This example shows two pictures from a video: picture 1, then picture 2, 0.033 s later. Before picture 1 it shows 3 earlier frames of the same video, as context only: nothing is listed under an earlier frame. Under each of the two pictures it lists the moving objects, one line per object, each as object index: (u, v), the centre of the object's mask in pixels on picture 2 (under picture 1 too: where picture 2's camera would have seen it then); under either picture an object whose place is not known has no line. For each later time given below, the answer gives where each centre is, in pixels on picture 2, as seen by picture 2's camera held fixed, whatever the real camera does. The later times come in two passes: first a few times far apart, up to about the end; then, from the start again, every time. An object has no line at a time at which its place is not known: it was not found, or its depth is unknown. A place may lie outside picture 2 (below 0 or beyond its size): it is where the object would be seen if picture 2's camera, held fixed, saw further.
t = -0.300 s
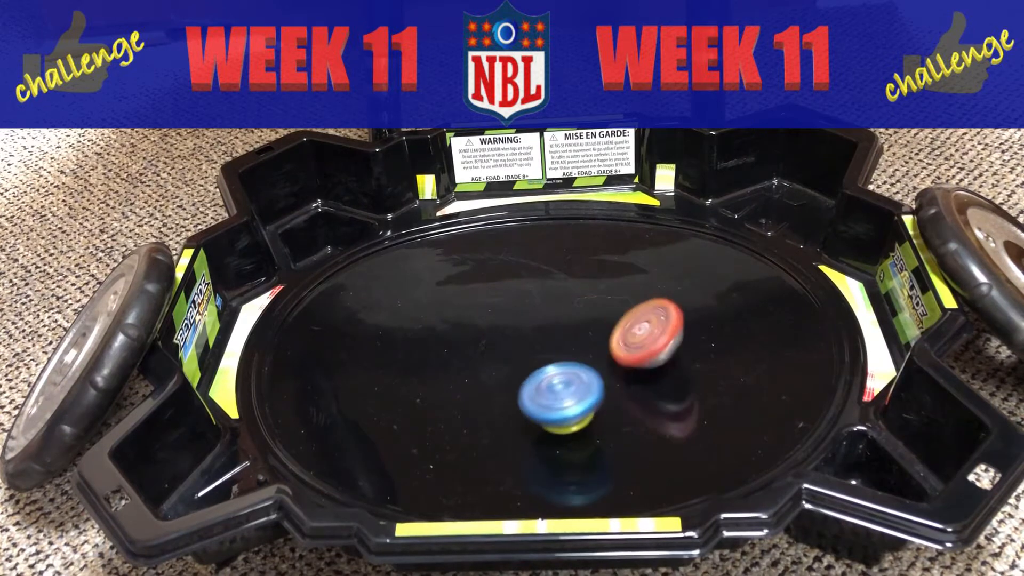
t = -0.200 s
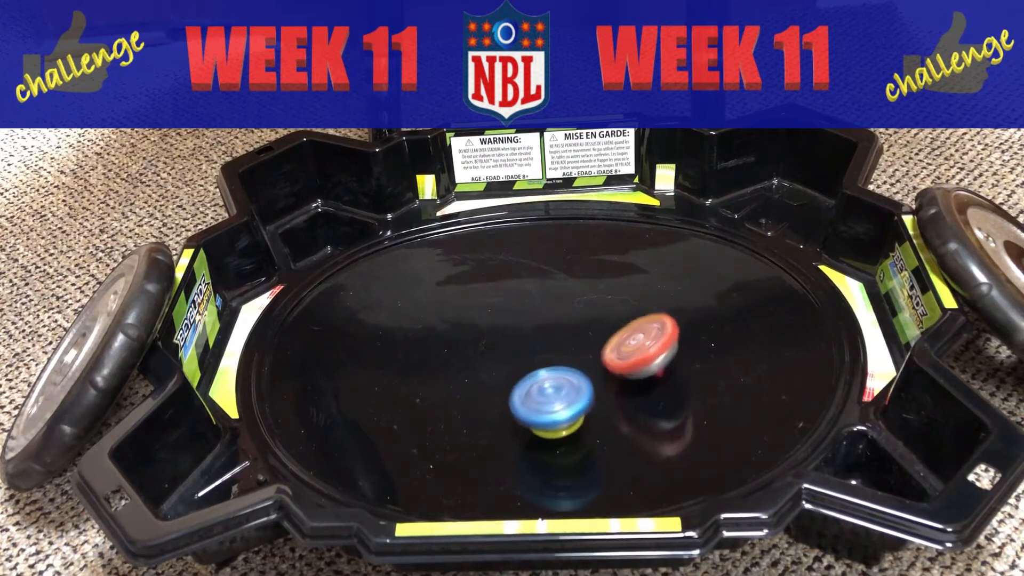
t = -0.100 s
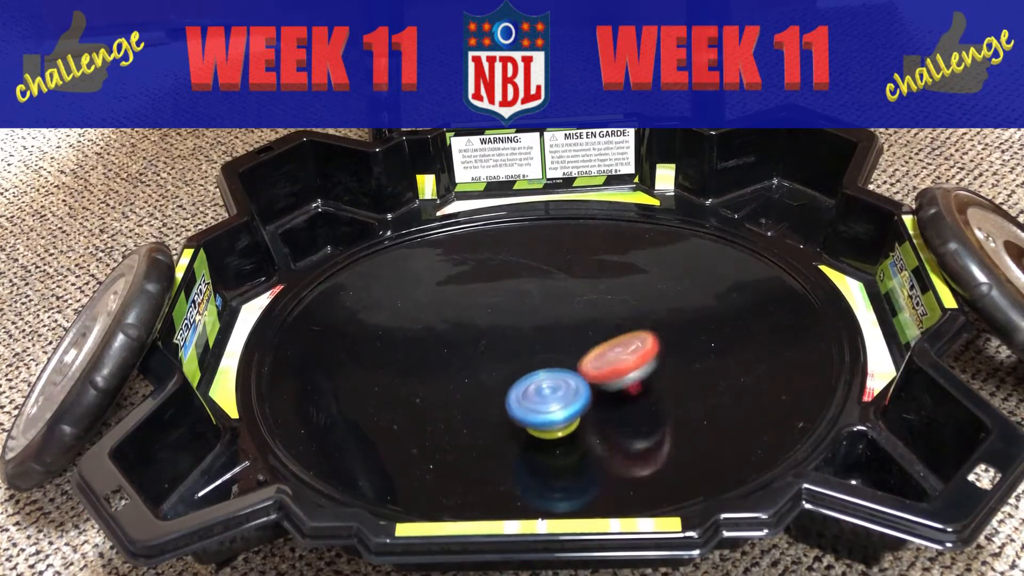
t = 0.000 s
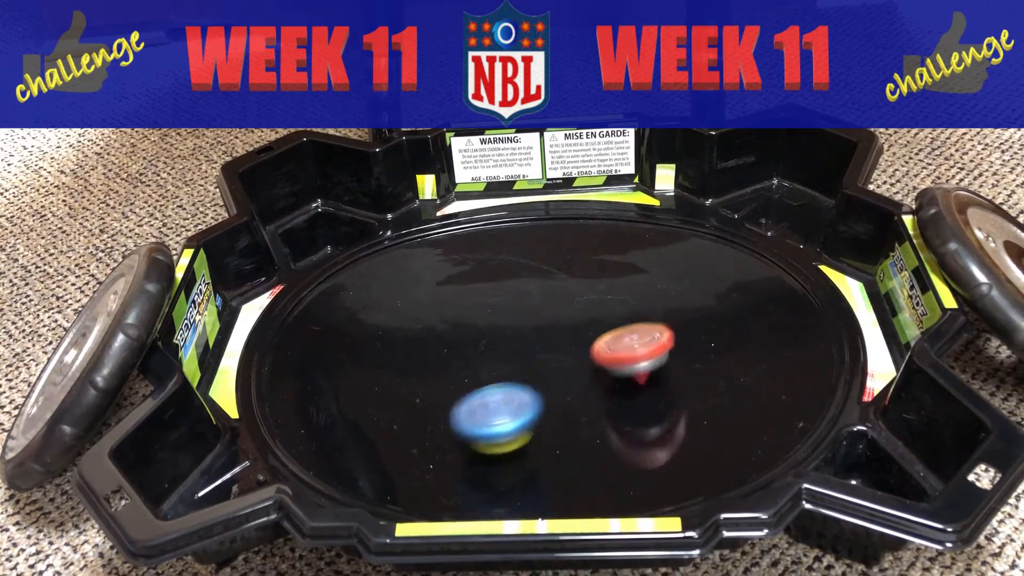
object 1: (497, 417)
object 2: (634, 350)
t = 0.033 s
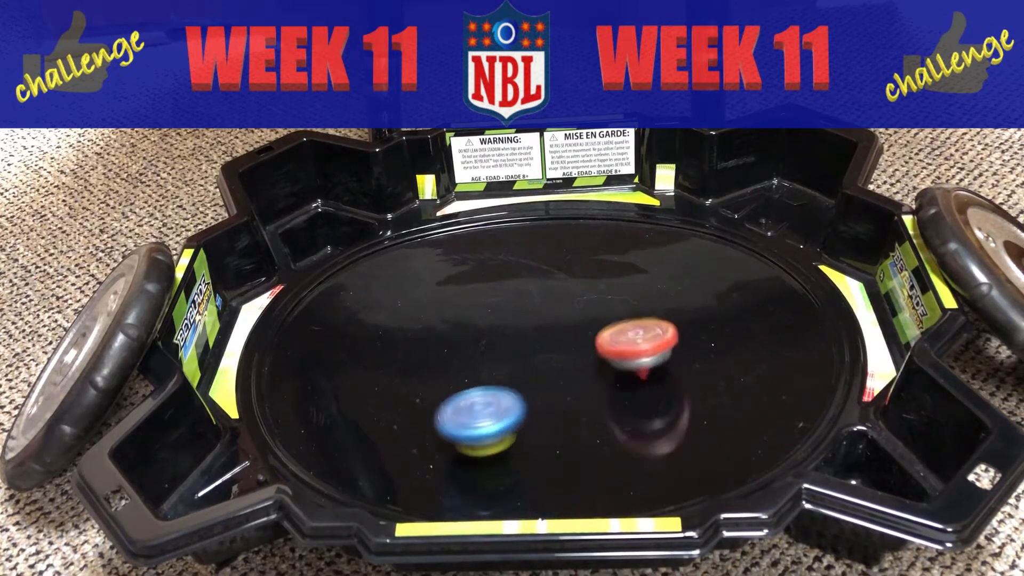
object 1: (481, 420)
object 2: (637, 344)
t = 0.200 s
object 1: (451, 419)
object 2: (603, 332)
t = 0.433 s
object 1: (447, 402)
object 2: (538, 309)
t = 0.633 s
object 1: (448, 376)
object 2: (506, 283)
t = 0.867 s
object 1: (438, 344)
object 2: (496, 265)
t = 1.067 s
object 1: (443, 322)
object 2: (508, 285)
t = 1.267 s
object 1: (453, 315)
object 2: (559, 314)
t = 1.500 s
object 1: (490, 304)
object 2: (591, 358)
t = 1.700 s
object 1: (524, 299)
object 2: (591, 391)
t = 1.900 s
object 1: (559, 302)
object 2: (562, 412)
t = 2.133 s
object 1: (600, 317)
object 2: (519, 395)
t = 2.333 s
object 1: (628, 336)
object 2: (492, 358)
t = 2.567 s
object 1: (649, 360)
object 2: (497, 316)
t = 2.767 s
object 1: (651, 379)
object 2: (526, 293)
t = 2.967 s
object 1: (635, 391)
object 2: (568, 293)
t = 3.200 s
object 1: (601, 396)
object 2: (607, 323)
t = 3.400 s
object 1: (532, 417)
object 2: (633, 326)
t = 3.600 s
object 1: (497, 411)
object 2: (609, 346)
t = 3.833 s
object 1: (474, 382)
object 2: (555, 361)
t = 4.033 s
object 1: (449, 350)
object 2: (550, 355)
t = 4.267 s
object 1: (453, 314)
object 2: (561, 349)
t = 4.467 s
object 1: (473, 292)
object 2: (574, 350)
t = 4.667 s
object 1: (503, 284)
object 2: (580, 355)
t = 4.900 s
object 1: (546, 293)
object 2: (578, 355)
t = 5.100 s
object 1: (590, 278)
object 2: (562, 399)
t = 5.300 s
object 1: (610, 300)
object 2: (544, 410)
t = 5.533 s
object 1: (616, 340)
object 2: (528, 384)
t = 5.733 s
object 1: (655, 375)
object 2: (483, 349)
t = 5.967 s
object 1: (643, 388)
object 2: (478, 322)
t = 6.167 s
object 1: (607, 384)
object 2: (503, 330)
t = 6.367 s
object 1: (571, 384)
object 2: (507, 340)
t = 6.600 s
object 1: (556, 377)
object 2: (480, 328)
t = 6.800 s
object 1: (542, 351)
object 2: (478, 317)
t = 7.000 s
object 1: (559, 388)
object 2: (507, 272)
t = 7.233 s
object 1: (577, 384)
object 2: (528, 307)
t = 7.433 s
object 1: (597, 419)
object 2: (548, 332)
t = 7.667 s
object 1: (602, 420)
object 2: (550, 335)
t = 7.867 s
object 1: (587, 404)
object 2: (551, 336)
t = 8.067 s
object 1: (566, 381)
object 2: (552, 330)
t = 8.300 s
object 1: (531, 385)
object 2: (555, 306)
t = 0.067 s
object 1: (470, 420)
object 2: (636, 339)
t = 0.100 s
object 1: (462, 421)
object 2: (632, 337)
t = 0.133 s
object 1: (457, 421)
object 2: (624, 335)
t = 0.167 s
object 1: (453, 420)
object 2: (614, 334)
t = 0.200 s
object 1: (451, 419)
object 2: (603, 332)
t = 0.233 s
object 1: (450, 418)
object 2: (592, 330)
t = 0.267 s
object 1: (449, 416)
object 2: (581, 327)
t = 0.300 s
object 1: (448, 414)
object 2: (571, 324)
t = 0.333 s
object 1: (448, 411)
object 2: (562, 321)
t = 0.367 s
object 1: (448, 409)
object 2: (553, 317)
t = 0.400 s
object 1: (447, 405)
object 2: (545, 313)
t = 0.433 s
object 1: (447, 402)
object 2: (538, 309)
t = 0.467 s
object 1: (448, 398)
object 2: (531, 305)
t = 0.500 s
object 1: (449, 393)
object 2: (525, 301)
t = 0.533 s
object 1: (449, 389)
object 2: (519, 296)
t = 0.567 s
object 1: (449, 385)
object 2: (514, 292)
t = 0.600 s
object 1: (449, 380)
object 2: (510, 287)
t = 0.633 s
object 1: (448, 376)
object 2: (506, 283)
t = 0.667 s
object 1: (447, 371)
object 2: (503, 279)
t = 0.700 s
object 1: (446, 366)
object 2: (500, 275)
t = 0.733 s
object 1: (444, 362)
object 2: (498, 271)
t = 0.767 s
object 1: (443, 358)
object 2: (496, 267)
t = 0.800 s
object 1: (441, 353)
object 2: (496, 265)
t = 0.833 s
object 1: (440, 348)
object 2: (496, 264)
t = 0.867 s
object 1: (438, 344)
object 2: (496, 265)
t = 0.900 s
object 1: (438, 340)
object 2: (498, 267)
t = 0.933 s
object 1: (439, 336)
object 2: (499, 269)
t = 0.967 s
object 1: (439, 332)
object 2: (501, 272)
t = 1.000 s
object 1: (440, 328)
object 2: (503, 276)
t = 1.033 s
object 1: (442, 324)
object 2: (505, 281)
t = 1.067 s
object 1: (443, 322)
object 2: (508, 285)
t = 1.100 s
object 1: (441, 320)
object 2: (517, 287)
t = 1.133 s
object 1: (441, 319)
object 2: (526, 292)
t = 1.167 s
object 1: (442, 318)
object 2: (535, 297)
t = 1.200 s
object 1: (445, 317)
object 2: (544, 302)
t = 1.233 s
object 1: (449, 316)
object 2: (551, 308)
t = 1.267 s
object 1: (453, 315)
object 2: (559, 314)
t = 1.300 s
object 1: (457, 314)
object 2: (565, 320)
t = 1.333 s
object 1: (463, 312)
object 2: (571, 327)
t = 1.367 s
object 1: (468, 311)
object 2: (576, 333)
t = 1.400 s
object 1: (473, 310)
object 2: (581, 340)
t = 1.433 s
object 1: (479, 308)
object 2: (585, 346)
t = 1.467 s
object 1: (485, 306)
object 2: (588, 353)
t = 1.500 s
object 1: (490, 304)
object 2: (591, 358)
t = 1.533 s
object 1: (496, 303)
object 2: (593, 364)
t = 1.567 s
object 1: (501, 302)
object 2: (594, 369)
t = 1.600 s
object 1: (507, 301)
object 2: (594, 375)
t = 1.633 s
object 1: (513, 300)
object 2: (595, 381)
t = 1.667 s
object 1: (518, 299)
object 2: (593, 386)
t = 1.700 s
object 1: (524, 299)
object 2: (591, 391)
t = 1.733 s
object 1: (530, 299)
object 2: (588, 396)
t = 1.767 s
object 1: (536, 299)
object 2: (584, 400)
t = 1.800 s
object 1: (542, 299)
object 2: (579, 404)
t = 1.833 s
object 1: (547, 300)
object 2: (574, 408)
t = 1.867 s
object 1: (553, 301)
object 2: (568, 410)
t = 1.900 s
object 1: (559, 302)
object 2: (562, 412)
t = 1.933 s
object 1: (565, 304)
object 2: (556, 412)
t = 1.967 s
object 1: (571, 306)
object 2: (550, 411)
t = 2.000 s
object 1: (577, 308)
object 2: (544, 409)
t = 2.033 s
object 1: (583, 310)
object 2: (539, 407)
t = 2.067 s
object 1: (589, 312)
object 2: (532, 404)
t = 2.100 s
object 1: (595, 315)
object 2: (526, 399)
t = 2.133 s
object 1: (600, 317)
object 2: (519, 395)
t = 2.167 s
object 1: (605, 320)
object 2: (512, 389)
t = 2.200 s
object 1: (610, 323)
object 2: (507, 384)
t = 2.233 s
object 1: (615, 326)
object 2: (502, 378)
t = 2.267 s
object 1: (619, 330)
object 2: (498, 371)
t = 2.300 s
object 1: (624, 333)
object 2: (495, 364)
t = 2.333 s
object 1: (628, 336)
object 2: (492, 358)
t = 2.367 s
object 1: (632, 340)
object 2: (491, 351)
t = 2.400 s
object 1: (635, 343)
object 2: (491, 345)
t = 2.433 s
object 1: (639, 347)
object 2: (491, 338)
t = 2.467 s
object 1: (642, 350)
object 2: (492, 332)
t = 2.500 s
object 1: (645, 353)
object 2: (493, 326)
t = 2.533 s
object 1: (647, 357)
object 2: (494, 321)
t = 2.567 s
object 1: (649, 360)
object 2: (497, 316)
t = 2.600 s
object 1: (650, 364)
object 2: (501, 311)
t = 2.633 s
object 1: (651, 367)
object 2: (505, 306)
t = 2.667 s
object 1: (652, 370)
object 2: (509, 302)
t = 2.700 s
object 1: (652, 373)
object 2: (514, 298)
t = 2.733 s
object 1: (651, 376)
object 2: (519, 296)
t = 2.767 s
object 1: (651, 379)
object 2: (526, 293)
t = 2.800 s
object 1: (649, 381)
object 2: (532, 291)
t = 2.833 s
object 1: (648, 384)
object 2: (539, 289)
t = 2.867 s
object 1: (645, 386)
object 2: (546, 289)
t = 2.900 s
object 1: (642, 388)
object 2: (553, 290)
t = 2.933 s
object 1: (639, 389)
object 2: (561, 291)
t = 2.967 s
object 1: (635, 391)
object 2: (568, 293)
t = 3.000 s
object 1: (631, 392)
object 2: (575, 296)
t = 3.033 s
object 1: (626, 393)
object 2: (581, 299)
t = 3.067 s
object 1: (622, 394)
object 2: (588, 303)
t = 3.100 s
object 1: (617, 395)
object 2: (594, 307)
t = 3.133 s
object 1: (612, 396)
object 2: (599, 312)
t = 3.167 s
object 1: (606, 396)
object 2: (604, 317)
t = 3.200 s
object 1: (601, 396)
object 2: (607, 323)
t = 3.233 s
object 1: (595, 396)
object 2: (611, 328)
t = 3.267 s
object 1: (589, 396)
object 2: (613, 333)
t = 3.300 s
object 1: (575, 402)
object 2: (619, 333)
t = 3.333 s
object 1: (558, 410)
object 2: (627, 328)
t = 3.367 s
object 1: (543, 415)
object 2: (631, 327)
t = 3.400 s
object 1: (532, 417)
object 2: (633, 326)
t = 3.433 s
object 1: (523, 418)
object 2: (632, 328)
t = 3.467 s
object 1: (516, 418)
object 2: (629, 332)
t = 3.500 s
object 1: (510, 417)
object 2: (626, 335)
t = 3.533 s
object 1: (505, 415)
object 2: (622, 339)
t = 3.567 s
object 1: (501, 413)
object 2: (616, 342)
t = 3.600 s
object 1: (497, 411)
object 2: (609, 346)
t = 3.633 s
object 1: (492, 407)
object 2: (604, 349)
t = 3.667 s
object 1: (489, 404)
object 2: (596, 353)
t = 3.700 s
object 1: (486, 400)
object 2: (588, 355)
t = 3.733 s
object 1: (483, 396)
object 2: (579, 358)
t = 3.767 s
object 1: (480, 392)
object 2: (571, 359)
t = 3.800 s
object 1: (477, 387)
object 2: (563, 360)
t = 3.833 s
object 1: (474, 382)
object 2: (555, 361)
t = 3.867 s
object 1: (468, 378)
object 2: (552, 360)
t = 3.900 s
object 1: (465, 374)
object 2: (549, 359)
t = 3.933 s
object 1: (463, 369)
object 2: (543, 357)
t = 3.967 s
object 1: (457, 363)
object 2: (542, 356)
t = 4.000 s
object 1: (451, 356)
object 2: (546, 356)
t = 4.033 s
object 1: (449, 350)
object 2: (550, 355)
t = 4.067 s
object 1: (448, 345)
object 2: (551, 354)
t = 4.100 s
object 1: (448, 339)
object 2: (552, 354)
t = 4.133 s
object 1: (448, 334)
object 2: (554, 352)
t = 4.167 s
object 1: (448, 328)
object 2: (555, 351)
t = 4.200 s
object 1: (449, 323)
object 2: (557, 351)
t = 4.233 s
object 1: (451, 318)
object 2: (560, 350)
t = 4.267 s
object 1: (453, 314)
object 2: (561, 349)
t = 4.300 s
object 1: (455, 310)
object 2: (563, 349)
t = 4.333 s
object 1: (458, 305)
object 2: (567, 349)
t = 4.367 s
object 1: (461, 302)
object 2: (568, 349)
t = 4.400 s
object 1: (465, 298)
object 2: (570, 349)
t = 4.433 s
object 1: (469, 295)
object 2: (572, 350)
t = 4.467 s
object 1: (473, 292)
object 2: (574, 350)
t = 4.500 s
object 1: (478, 290)
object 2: (575, 351)
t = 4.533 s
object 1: (482, 288)
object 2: (578, 352)
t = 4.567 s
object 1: (487, 287)
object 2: (579, 352)
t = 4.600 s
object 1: (492, 286)
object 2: (579, 354)
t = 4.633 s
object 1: (498, 285)
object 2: (581, 355)
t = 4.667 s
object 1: (503, 284)
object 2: (580, 355)
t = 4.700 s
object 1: (509, 284)
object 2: (580, 355)
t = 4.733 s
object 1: (515, 285)
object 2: (581, 355)
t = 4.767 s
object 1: (521, 286)
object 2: (581, 355)
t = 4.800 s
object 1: (527, 287)
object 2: (580, 356)
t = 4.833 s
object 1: (533, 289)
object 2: (580, 356)
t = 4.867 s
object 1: (539, 291)
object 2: (580, 355)
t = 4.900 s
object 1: (546, 293)
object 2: (578, 355)
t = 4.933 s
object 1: (551, 295)
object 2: (579, 355)
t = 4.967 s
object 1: (557, 297)
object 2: (578, 355)
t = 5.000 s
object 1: (565, 297)
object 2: (573, 358)
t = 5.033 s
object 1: (574, 289)
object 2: (570, 373)
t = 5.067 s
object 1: (583, 281)
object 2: (566, 387)
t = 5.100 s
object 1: (590, 278)
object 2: (562, 399)
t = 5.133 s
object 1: (596, 278)
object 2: (559, 405)
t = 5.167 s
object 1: (601, 281)
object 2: (554, 410)
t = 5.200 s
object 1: (604, 285)
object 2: (553, 412)
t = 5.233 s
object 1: (606, 290)
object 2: (549, 412)
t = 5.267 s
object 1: (608, 295)
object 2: (546, 412)
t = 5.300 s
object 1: (610, 300)
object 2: (544, 410)
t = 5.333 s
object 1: (611, 305)
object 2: (540, 408)
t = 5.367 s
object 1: (613, 310)
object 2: (538, 406)
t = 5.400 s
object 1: (614, 316)
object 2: (533, 402)
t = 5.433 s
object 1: (615, 322)
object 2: (531, 399)
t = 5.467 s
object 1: (616, 328)
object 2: (529, 393)
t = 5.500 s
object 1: (616, 334)
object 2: (527, 389)
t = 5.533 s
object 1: (616, 340)
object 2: (528, 384)
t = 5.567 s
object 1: (615, 347)
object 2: (527, 378)
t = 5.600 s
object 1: (614, 352)
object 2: (529, 374)
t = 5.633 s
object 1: (613, 358)
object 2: (531, 368)
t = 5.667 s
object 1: (625, 364)
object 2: (521, 362)
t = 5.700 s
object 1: (642, 370)
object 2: (500, 356)
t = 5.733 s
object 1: (655, 375)
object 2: (483, 349)
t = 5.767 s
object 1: (662, 379)
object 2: (472, 342)
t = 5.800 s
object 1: (664, 382)
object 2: (465, 336)
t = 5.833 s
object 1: (662, 384)
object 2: (463, 331)
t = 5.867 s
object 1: (659, 386)
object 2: (465, 326)
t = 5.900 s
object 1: (655, 387)
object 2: (470, 324)
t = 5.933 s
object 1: (649, 388)
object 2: (473, 322)
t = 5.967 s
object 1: (643, 388)
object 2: (478, 322)
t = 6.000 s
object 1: (636, 388)
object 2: (482, 321)
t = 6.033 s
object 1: (630, 387)
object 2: (487, 322)
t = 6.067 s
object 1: (623, 387)
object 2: (491, 322)
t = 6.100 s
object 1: (618, 386)
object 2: (496, 325)
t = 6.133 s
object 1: (612, 385)
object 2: (500, 326)
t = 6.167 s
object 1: (607, 384)
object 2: (503, 330)
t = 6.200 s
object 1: (601, 384)
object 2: (507, 332)
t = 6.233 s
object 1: (595, 383)
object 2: (509, 336)
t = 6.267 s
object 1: (587, 383)
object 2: (511, 338)
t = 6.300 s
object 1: (579, 382)
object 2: (511, 342)
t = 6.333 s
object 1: (572, 380)
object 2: (512, 344)
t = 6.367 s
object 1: (571, 384)
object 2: (507, 340)
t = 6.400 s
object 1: (573, 388)
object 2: (499, 336)
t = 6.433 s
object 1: (572, 390)
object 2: (492, 333)
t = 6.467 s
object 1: (570, 389)
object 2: (489, 330)
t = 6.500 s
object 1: (566, 386)
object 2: (486, 330)
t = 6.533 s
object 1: (563, 383)
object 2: (484, 329)
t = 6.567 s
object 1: (559, 380)
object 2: (481, 329)
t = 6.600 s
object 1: (556, 377)
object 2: (480, 328)
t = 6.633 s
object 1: (554, 373)
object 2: (478, 326)
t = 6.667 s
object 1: (551, 369)
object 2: (477, 325)
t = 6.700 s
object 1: (549, 365)
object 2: (476, 323)
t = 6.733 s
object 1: (546, 360)
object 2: (476, 321)
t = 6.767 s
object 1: (543, 355)
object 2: (476, 318)
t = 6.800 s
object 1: (542, 351)
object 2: (478, 317)
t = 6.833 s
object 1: (541, 347)
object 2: (479, 315)
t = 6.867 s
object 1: (543, 351)
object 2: (483, 305)
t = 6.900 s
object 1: (548, 365)
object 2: (492, 293)
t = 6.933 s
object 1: (552, 373)
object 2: (497, 282)
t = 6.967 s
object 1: (556, 382)
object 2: (504, 276)
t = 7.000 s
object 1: (559, 388)
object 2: (507, 272)
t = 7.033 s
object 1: (562, 391)
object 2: (514, 268)
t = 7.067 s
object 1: (565, 391)
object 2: (516, 271)
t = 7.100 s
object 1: (568, 390)
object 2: (518, 274)
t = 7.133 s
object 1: (571, 389)
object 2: (521, 279)
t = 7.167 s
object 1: (573, 388)
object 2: (522, 286)
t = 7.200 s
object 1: (575, 386)
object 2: (523, 295)
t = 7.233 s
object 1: (577, 384)
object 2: (528, 307)
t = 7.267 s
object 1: (578, 382)
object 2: (531, 320)
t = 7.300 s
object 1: (580, 382)
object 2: (536, 331)
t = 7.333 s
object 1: (584, 392)
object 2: (543, 333)
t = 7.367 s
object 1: (589, 404)
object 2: (545, 333)
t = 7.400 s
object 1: (594, 413)
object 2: (547, 332)
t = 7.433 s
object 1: (597, 419)
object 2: (548, 332)
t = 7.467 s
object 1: (600, 423)
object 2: (550, 331)
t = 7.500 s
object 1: (603, 425)
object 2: (550, 331)
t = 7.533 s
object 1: (605, 425)
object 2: (551, 331)
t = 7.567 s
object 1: (604, 424)
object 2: (550, 332)
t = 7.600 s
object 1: (604, 423)
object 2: (550, 334)
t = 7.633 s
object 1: (604, 422)
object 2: (549, 334)
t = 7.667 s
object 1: (602, 420)
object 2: (550, 335)
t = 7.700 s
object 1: (600, 418)
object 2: (551, 336)
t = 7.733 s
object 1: (598, 415)
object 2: (551, 336)
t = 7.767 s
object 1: (596, 413)
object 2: (551, 336)
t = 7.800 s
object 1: (593, 410)
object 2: (551, 336)
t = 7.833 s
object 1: (590, 407)
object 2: (551, 336)
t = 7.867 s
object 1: (587, 404)
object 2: (551, 336)
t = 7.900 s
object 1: (583, 401)
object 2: (551, 336)
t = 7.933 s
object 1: (580, 397)
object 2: (551, 335)
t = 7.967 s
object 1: (577, 393)
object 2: (551, 335)
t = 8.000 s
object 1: (574, 390)
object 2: (551, 335)
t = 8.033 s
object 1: (571, 385)
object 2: (551, 333)
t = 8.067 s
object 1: (566, 381)
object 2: (552, 330)
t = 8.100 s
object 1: (558, 384)
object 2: (554, 325)
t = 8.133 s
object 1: (551, 390)
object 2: (554, 316)
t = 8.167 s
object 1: (543, 393)
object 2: (555, 309)
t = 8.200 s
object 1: (537, 393)
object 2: (555, 306)
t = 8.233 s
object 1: (533, 391)
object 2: (555, 306)
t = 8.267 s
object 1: (531, 389)
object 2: (555, 306)
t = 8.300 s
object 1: (531, 385)
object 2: (555, 306)
